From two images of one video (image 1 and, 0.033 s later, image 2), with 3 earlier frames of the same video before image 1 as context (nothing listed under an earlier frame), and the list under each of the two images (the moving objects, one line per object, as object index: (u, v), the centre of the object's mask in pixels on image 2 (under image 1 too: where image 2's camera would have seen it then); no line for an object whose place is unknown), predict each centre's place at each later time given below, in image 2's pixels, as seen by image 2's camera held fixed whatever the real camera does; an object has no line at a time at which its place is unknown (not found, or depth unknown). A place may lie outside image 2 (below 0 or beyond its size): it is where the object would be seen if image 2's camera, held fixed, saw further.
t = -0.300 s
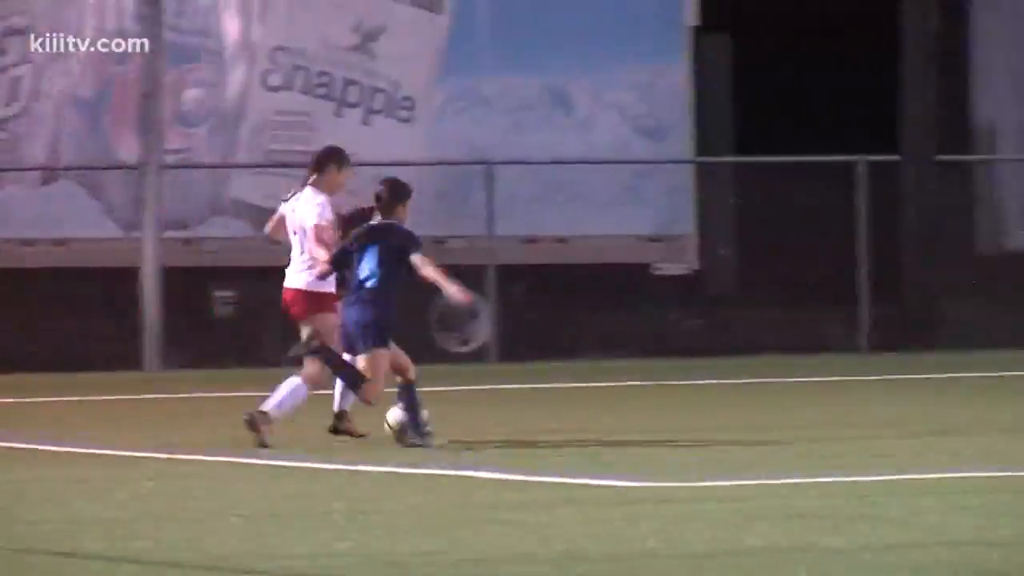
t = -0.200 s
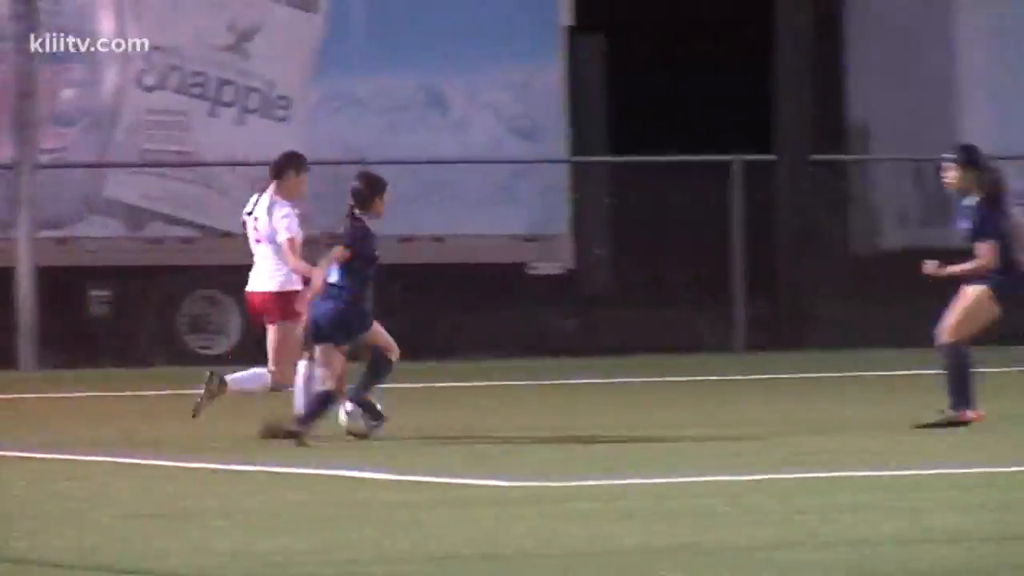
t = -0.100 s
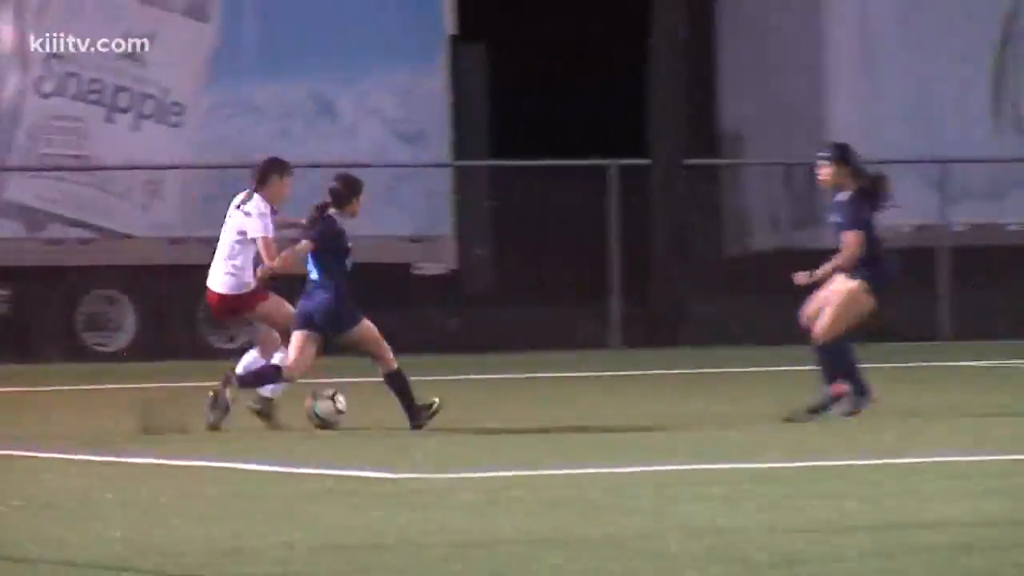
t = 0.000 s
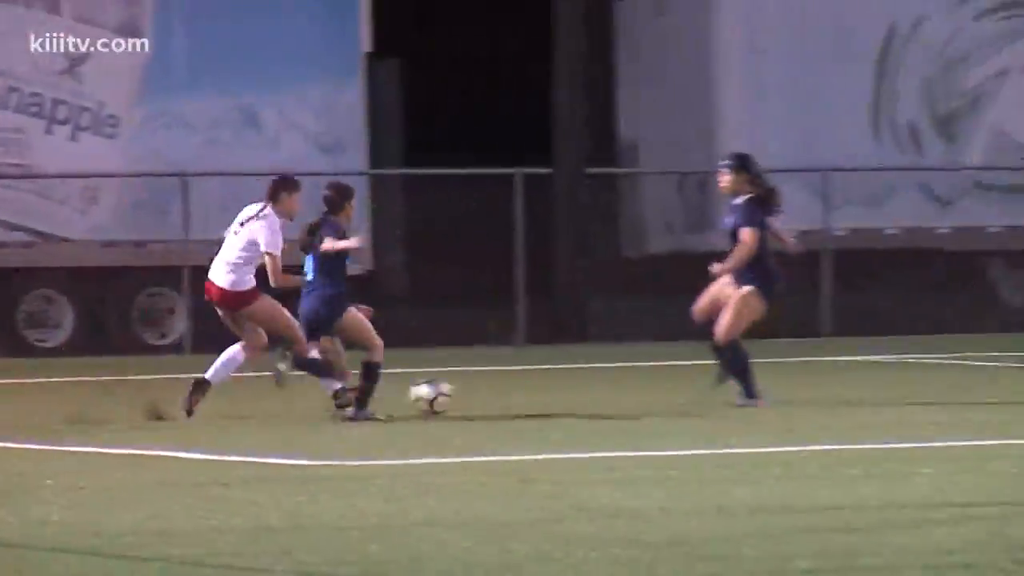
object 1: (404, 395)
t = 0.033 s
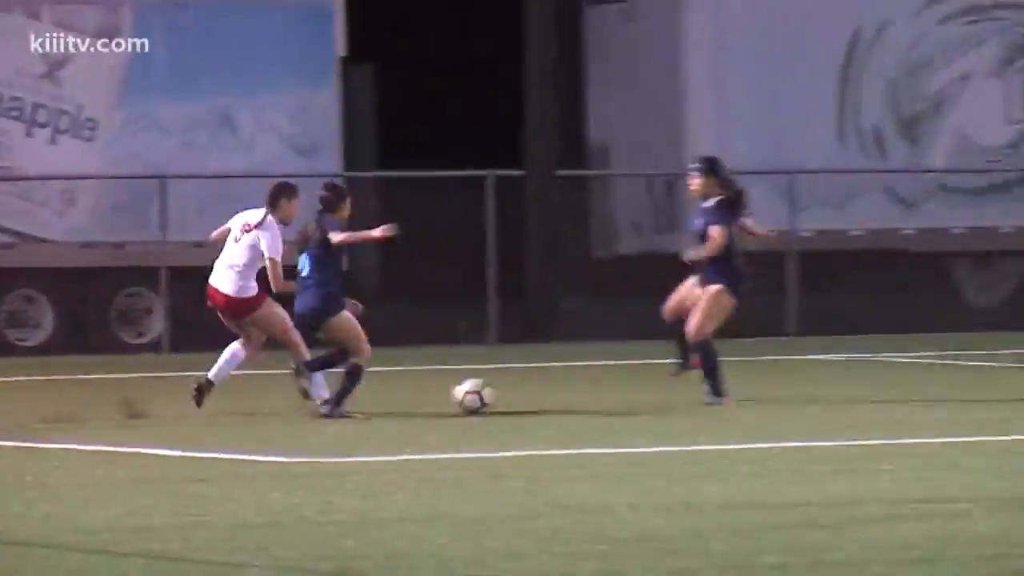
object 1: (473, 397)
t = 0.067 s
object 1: (541, 394)
